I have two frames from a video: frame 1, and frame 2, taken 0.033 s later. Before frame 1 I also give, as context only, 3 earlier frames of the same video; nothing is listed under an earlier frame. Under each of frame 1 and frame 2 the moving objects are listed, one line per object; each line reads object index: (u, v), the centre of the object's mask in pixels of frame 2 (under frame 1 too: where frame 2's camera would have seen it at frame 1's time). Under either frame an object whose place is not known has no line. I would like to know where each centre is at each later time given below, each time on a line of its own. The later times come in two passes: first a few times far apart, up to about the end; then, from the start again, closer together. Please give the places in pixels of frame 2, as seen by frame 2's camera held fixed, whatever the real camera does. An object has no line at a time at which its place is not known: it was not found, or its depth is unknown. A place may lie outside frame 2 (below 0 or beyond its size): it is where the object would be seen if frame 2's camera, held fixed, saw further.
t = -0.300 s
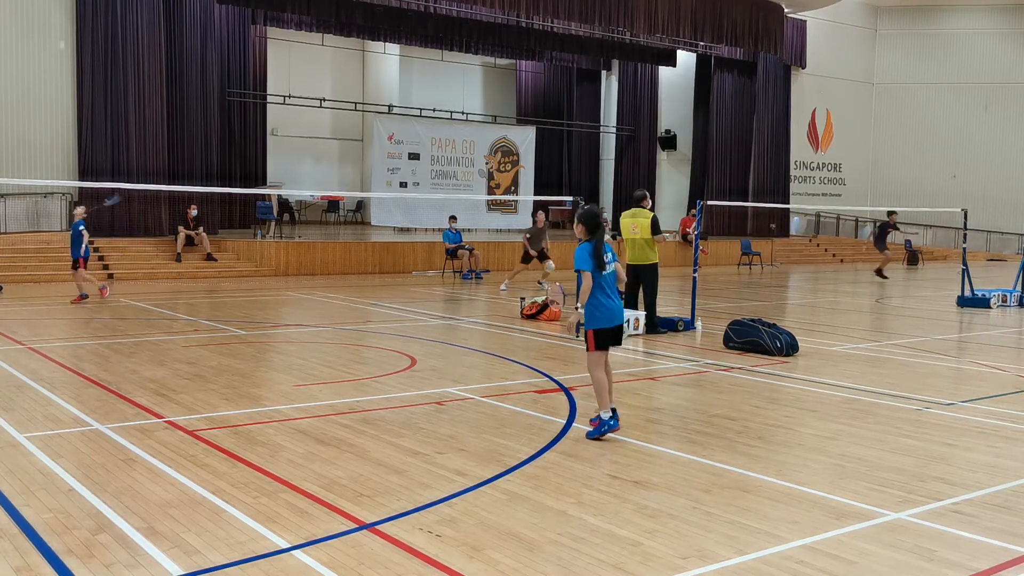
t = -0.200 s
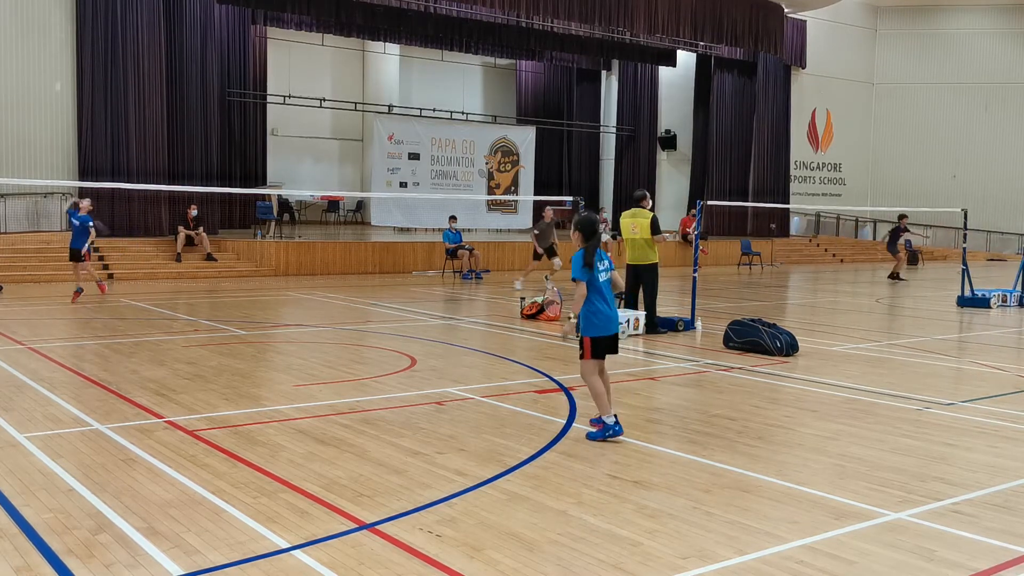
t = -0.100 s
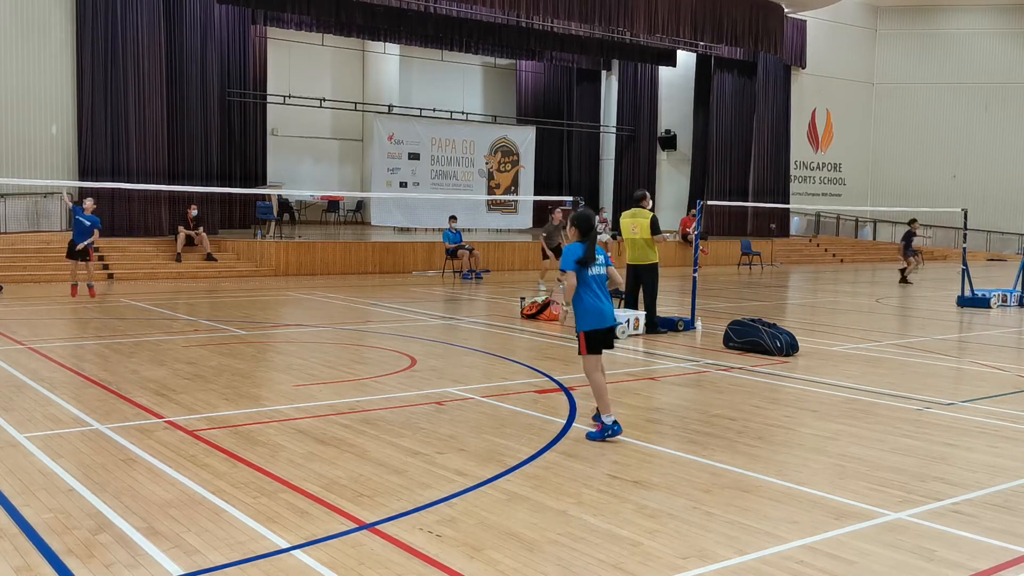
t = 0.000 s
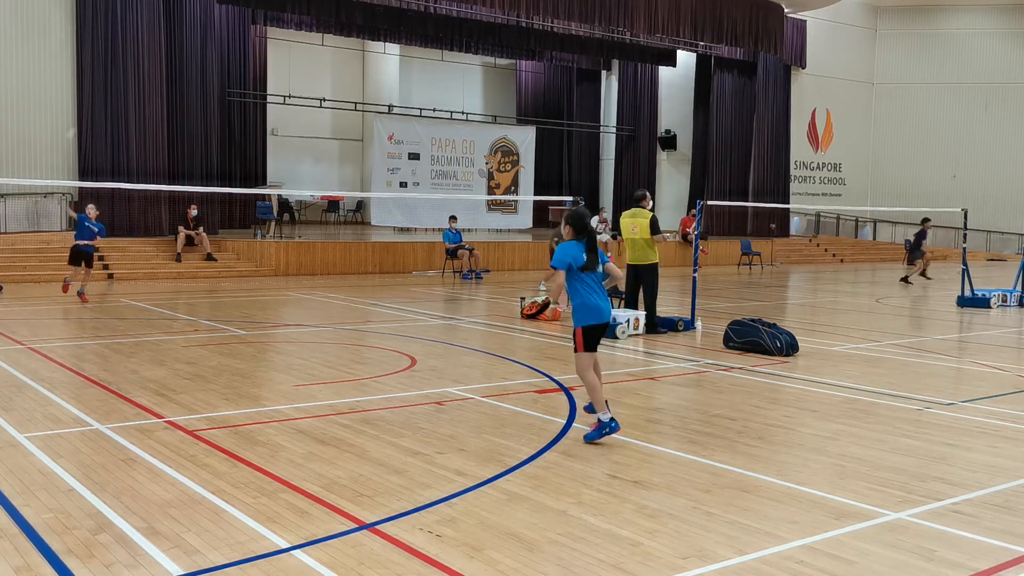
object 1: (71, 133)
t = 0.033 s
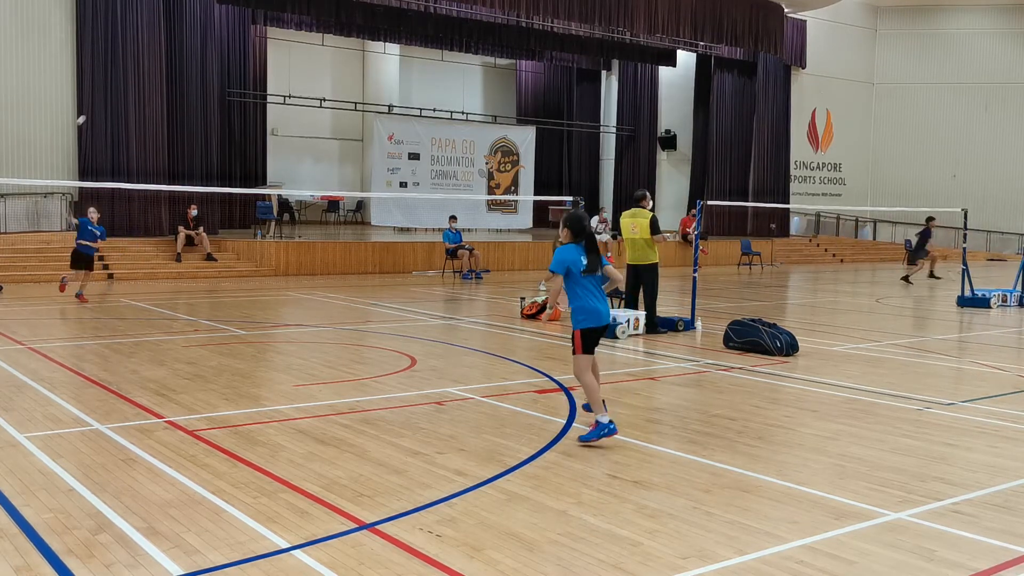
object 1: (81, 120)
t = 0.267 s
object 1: (151, 66)
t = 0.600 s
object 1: (231, 86)
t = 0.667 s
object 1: (245, 105)
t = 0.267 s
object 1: (151, 66)
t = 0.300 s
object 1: (159, 63)
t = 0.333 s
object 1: (168, 61)
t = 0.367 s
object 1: (176, 60)
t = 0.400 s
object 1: (184, 59)
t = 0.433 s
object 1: (192, 61)
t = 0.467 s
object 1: (200, 63)
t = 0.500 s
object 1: (208, 67)
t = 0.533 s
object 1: (216, 72)
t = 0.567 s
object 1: (223, 78)
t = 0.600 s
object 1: (231, 86)
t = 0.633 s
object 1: (238, 94)
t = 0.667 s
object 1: (245, 105)
